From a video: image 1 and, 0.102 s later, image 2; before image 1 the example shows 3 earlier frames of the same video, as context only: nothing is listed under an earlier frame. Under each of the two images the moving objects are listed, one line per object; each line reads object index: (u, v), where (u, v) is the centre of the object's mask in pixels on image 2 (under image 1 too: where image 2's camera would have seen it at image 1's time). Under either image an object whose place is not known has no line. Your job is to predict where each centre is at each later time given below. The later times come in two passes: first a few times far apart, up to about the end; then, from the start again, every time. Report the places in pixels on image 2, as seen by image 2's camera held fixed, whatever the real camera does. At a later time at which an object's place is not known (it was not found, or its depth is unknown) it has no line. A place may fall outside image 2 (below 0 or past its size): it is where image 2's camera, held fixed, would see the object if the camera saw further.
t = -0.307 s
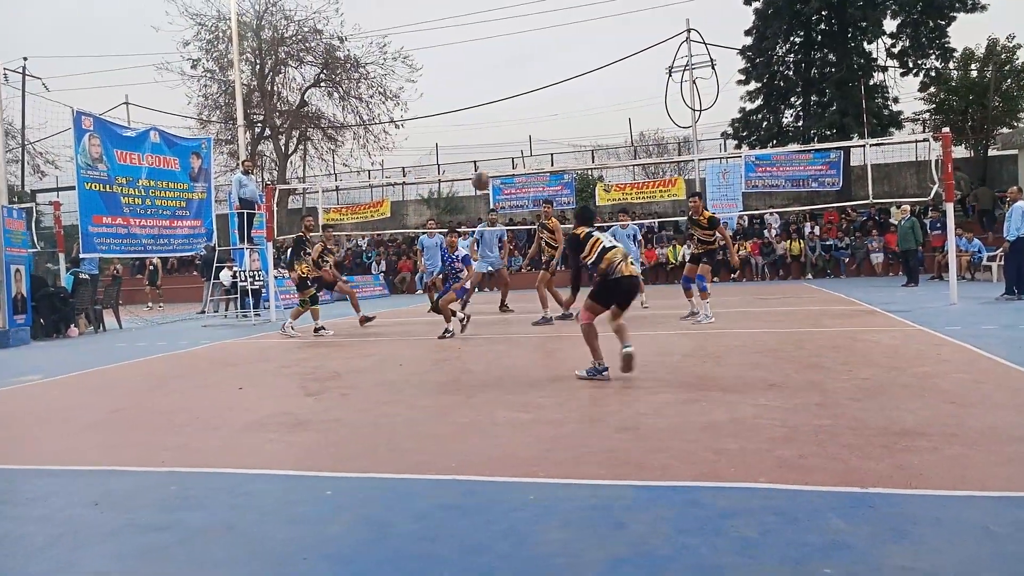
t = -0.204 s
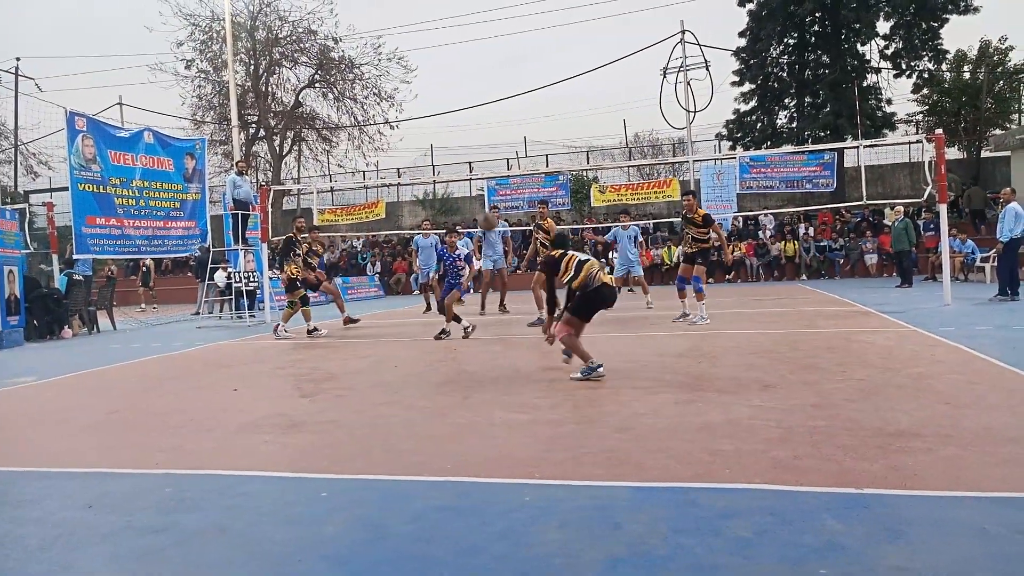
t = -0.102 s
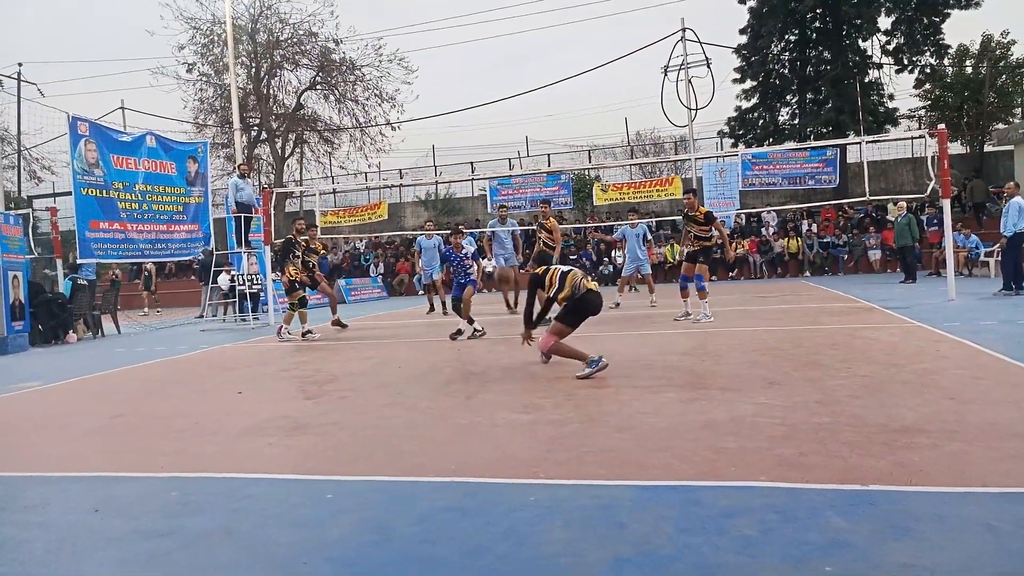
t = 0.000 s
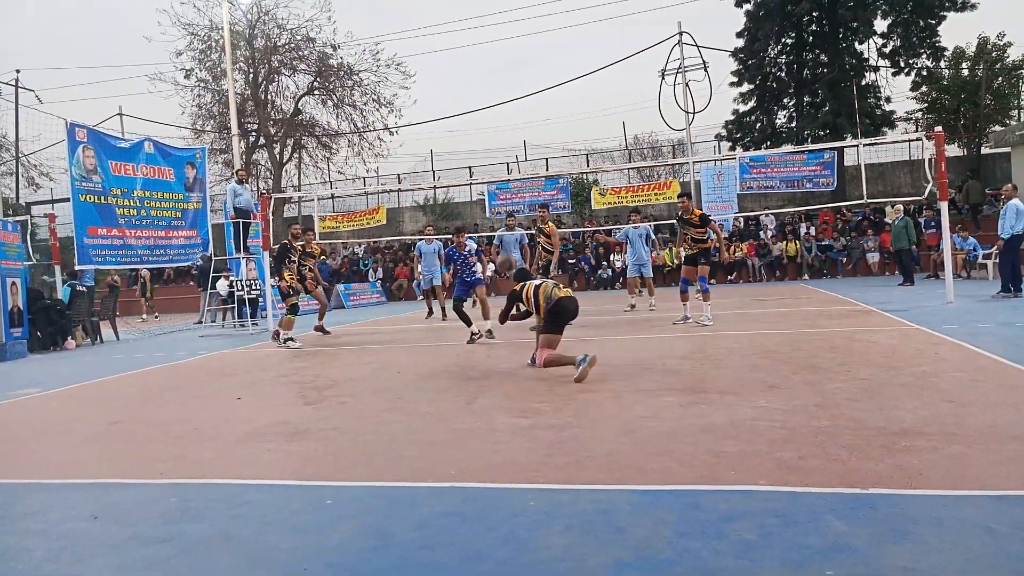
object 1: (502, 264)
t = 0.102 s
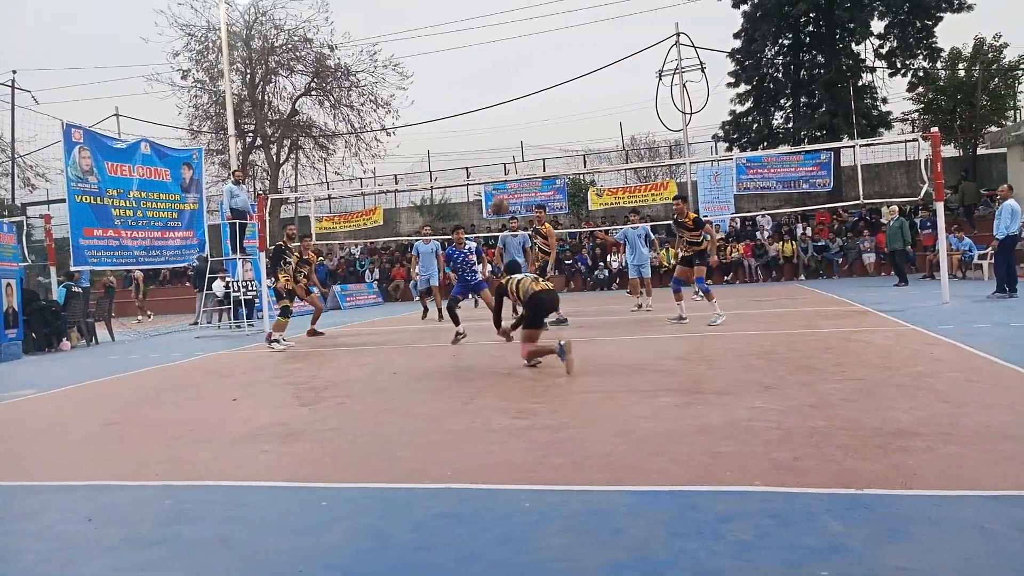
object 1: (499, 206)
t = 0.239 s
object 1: (496, 147)
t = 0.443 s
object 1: (494, 95)
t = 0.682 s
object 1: (496, 78)
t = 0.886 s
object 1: (499, 100)
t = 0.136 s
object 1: (498, 190)
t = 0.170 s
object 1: (498, 175)
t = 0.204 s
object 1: (497, 160)
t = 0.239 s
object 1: (496, 147)
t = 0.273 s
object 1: (496, 136)
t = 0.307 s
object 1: (495, 125)
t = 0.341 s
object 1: (495, 116)
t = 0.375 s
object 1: (495, 107)
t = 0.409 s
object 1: (495, 100)
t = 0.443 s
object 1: (494, 95)
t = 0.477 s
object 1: (494, 89)
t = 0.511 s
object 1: (494, 85)
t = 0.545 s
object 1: (495, 82)
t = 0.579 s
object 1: (495, 80)
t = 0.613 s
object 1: (495, 78)
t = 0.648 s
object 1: (495, 78)
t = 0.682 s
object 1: (496, 78)
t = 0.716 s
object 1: (496, 79)
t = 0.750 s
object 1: (496, 82)
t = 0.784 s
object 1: (497, 86)
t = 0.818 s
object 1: (497, 90)
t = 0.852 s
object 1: (498, 95)
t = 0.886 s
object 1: (499, 100)
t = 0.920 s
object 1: (500, 107)
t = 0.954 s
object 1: (501, 114)
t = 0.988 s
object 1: (501, 122)
